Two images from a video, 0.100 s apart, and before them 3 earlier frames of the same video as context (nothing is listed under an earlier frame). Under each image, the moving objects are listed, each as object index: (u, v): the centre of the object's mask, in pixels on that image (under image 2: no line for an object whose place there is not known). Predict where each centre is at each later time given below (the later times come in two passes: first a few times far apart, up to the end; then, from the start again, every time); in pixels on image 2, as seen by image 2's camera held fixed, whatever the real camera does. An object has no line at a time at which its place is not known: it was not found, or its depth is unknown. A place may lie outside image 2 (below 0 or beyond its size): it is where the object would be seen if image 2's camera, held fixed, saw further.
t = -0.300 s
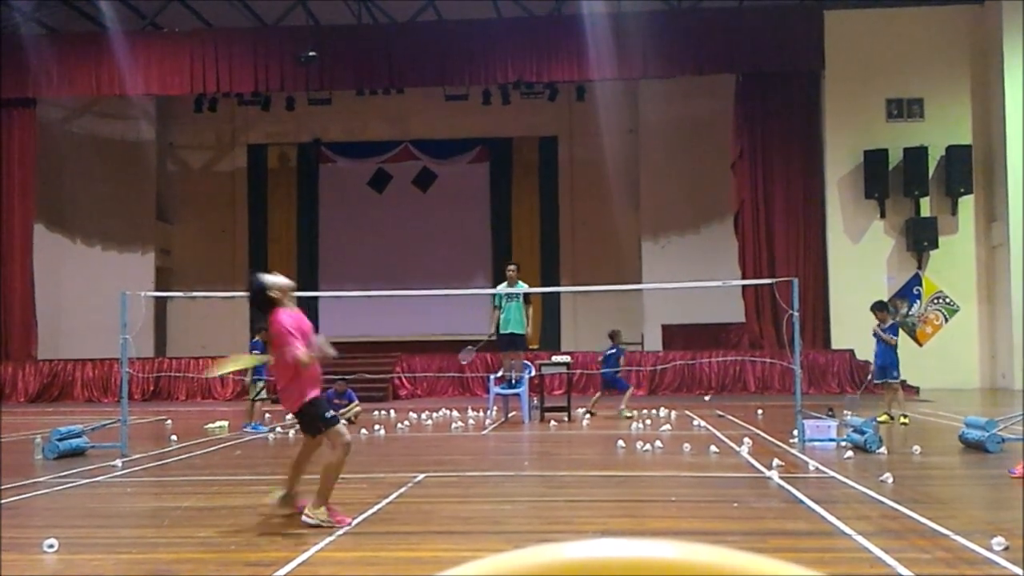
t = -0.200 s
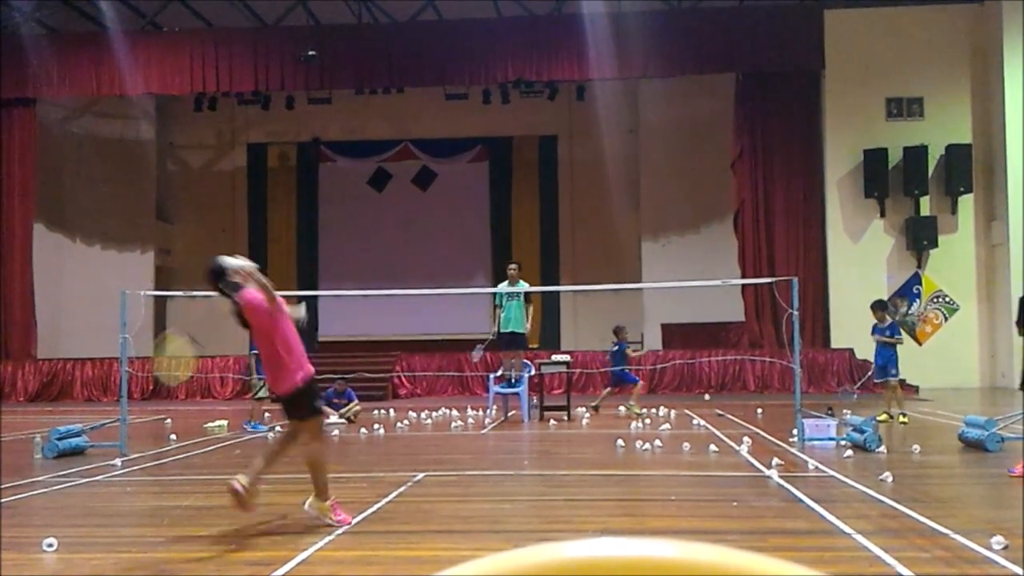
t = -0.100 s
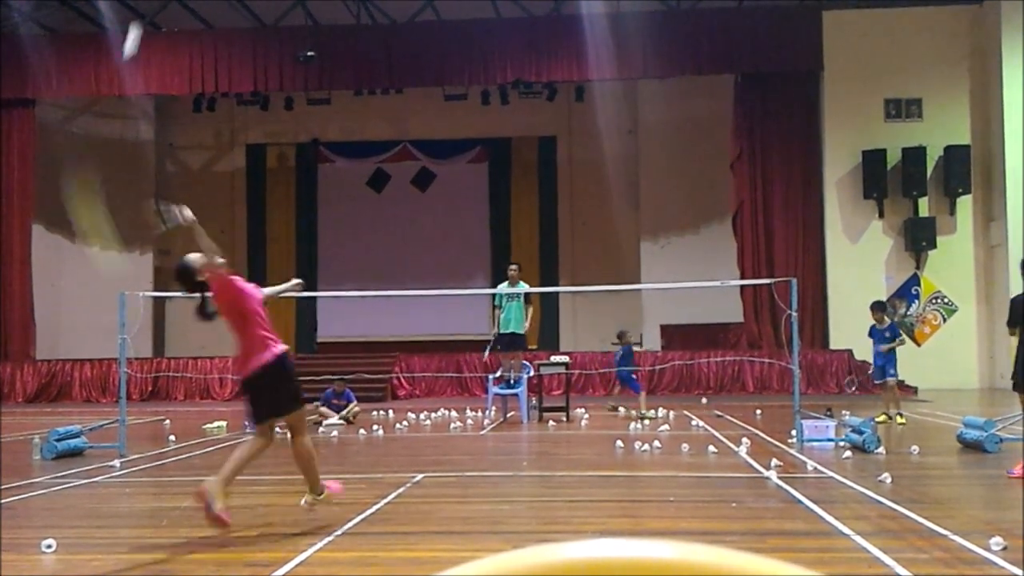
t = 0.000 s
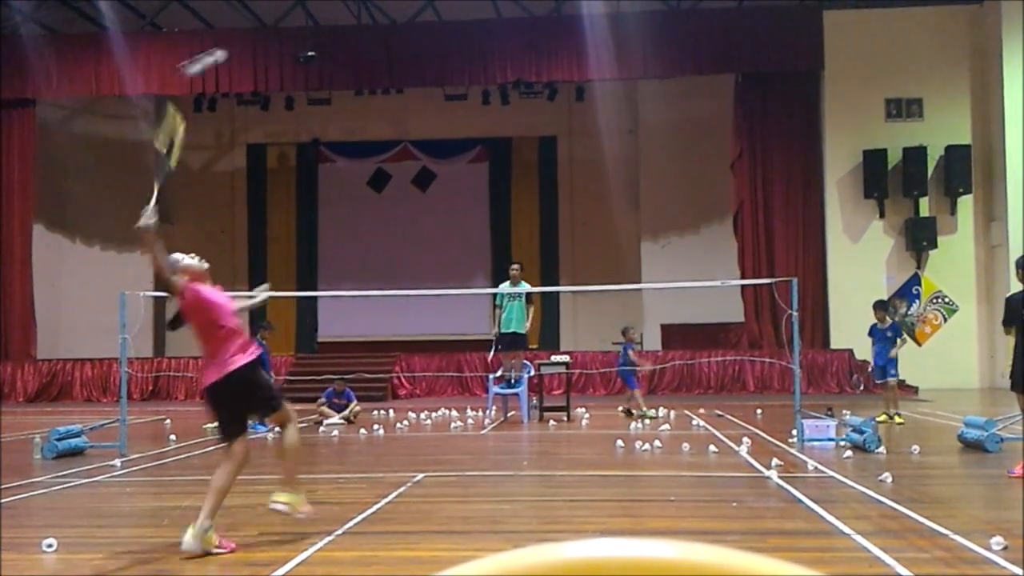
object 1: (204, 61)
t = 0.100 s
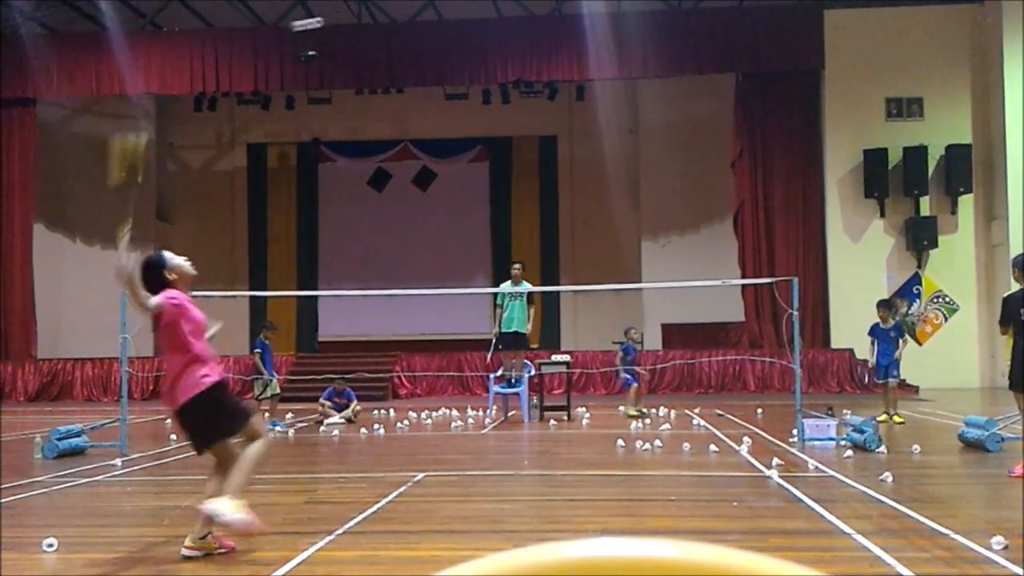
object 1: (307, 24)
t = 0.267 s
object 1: (400, 19)
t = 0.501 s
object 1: (469, 60)
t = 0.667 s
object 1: (502, 111)
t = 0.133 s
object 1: (332, 20)
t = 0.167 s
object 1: (351, 18)
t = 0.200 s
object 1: (369, 17)
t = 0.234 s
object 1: (385, 18)
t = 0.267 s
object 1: (400, 19)
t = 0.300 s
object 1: (413, 23)
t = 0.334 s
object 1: (425, 27)
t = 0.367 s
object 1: (436, 32)
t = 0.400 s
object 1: (445, 38)
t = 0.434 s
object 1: (453, 45)
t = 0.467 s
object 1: (461, 53)
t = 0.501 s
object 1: (469, 60)
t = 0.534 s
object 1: (477, 70)
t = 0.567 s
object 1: (484, 79)
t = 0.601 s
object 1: (490, 88)
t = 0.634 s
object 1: (496, 99)
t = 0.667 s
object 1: (502, 111)
